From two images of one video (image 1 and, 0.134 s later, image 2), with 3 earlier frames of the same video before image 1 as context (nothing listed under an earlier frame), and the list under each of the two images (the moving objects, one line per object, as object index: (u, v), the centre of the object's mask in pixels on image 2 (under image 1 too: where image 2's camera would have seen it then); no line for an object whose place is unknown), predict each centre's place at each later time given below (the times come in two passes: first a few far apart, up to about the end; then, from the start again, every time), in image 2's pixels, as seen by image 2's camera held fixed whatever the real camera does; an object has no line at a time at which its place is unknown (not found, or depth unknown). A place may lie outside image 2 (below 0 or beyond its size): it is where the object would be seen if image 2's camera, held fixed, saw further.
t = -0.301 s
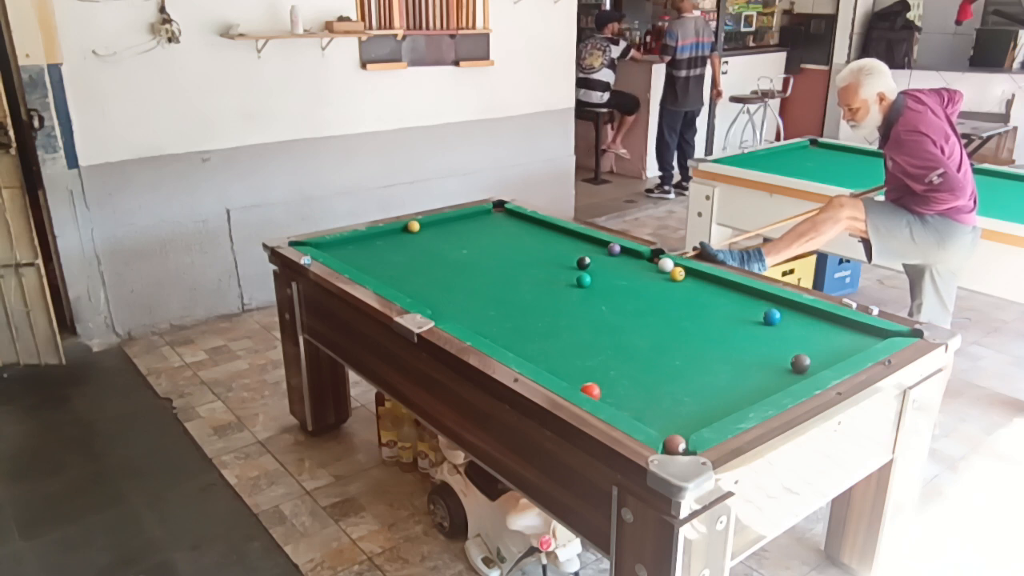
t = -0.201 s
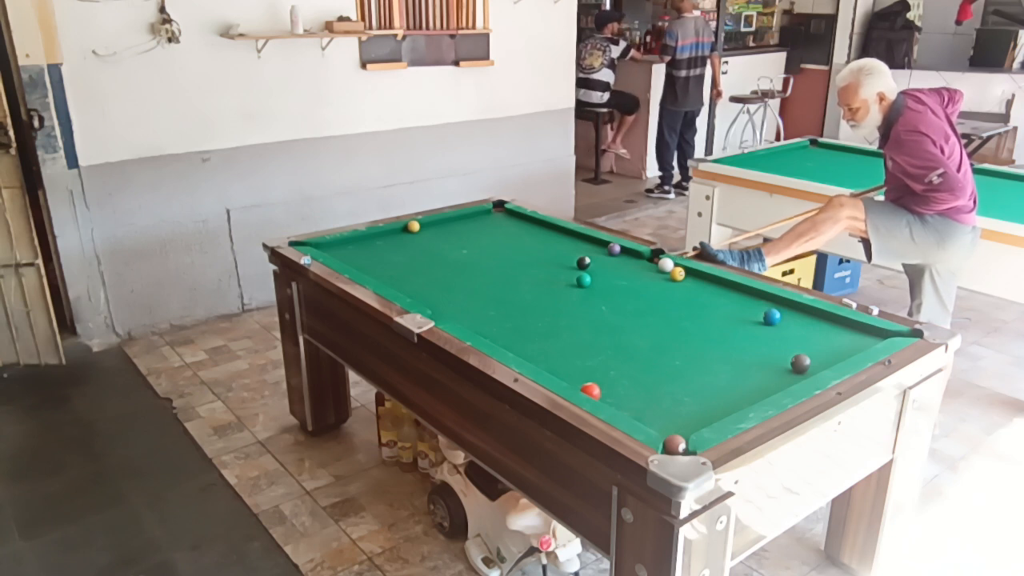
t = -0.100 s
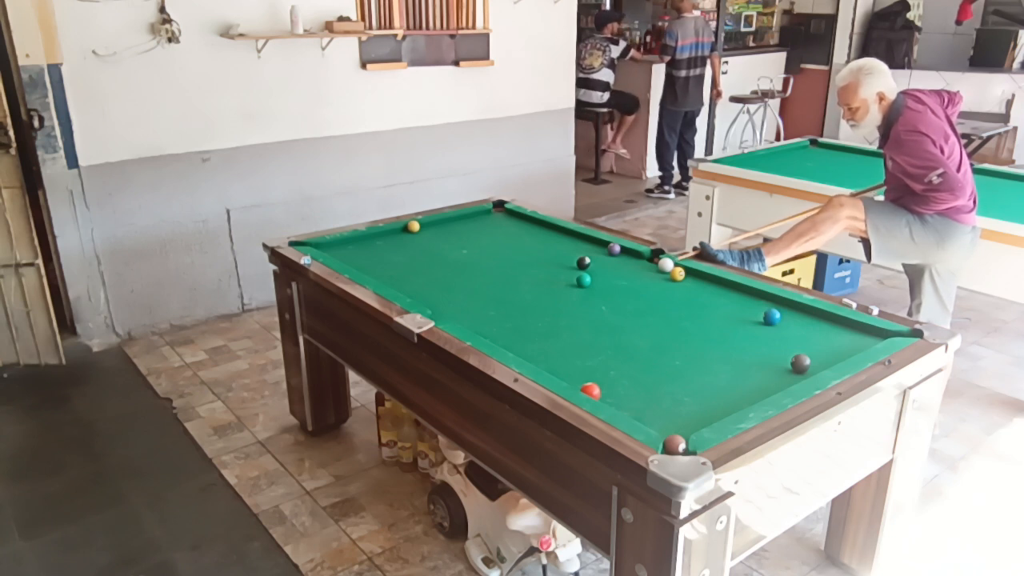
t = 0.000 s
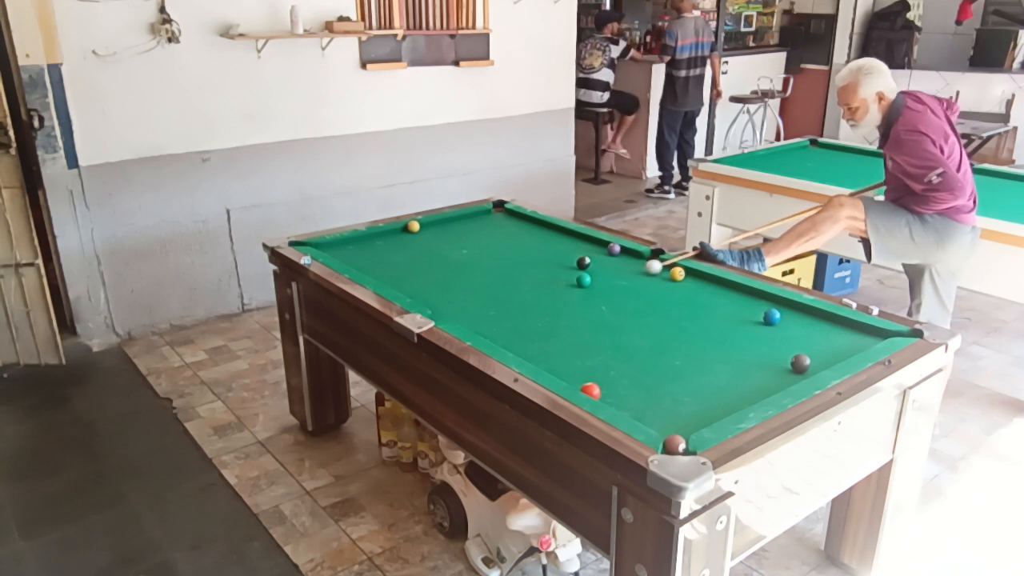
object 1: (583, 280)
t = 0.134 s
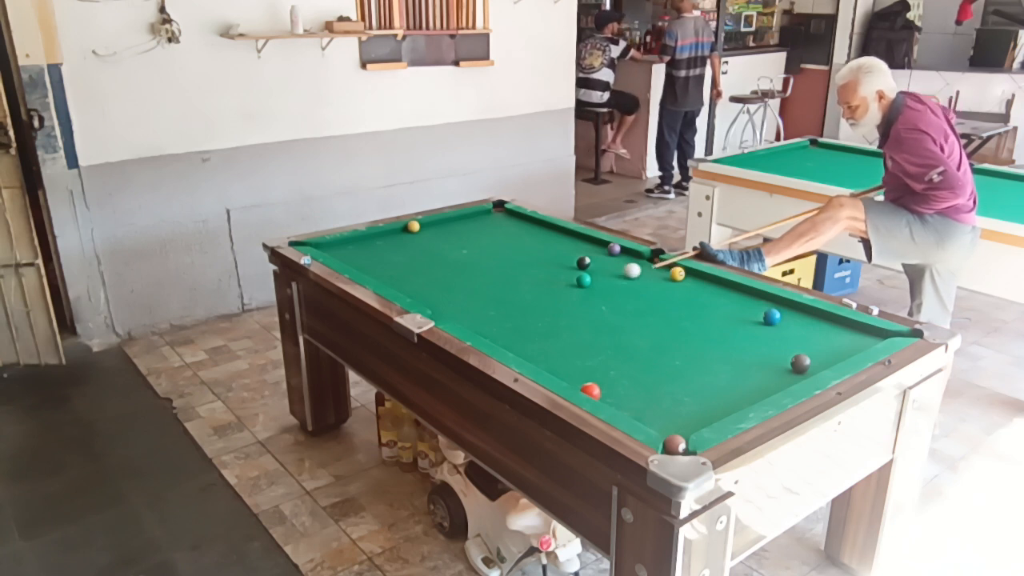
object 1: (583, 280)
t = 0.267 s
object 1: (583, 280)
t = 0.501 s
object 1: (568, 284)
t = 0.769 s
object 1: (544, 290)
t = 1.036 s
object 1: (521, 295)
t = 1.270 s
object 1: (502, 300)
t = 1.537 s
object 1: (481, 305)
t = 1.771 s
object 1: (463, 309)
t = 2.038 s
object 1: (444, 313)
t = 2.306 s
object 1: (446, 314)
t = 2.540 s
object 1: (453, 317)
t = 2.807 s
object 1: (459, 318)
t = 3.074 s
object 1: (463, 320)
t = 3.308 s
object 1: (466, 321)
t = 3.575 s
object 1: (467, 321)
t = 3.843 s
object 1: (467, 321)
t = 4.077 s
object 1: (467, 321)
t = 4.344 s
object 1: (467, 321)
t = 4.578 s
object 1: (467, 321)
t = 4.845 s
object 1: (467, 321)
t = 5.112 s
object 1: (467, 321)
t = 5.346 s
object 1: (467, 321)
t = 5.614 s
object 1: (467, 321)
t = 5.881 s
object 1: (467, 321)
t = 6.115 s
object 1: (467, 321)
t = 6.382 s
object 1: (467, 321)
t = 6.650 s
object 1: (467, 321)
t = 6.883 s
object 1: (467, 321)
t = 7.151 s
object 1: (467, 321)
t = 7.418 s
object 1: (467, 321)
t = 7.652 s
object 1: (467, 321)
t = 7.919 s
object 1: (467, 321)
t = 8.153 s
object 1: (467, 321)
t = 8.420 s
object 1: (467, 321)
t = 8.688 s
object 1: (467, 321)
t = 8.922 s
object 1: (467, 321)
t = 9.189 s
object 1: (467, 321)
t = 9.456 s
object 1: (467, 321)
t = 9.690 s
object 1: (467, 321)
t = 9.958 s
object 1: (467, 321)
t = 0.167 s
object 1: (583, 280)
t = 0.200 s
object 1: (583, 280)
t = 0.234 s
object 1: (583, 280)
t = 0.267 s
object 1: (583, 280)
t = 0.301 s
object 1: (583, 280)
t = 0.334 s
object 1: (583, 280)
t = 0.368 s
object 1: (583, 280)
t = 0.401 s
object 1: (579, 282)
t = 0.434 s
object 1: (575, 282)
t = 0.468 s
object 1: (571, 283)
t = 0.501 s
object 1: (568, 284)
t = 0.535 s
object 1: (565, 285)
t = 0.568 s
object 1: (562, 285)
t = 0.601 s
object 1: (559, 286)
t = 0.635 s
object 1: (556, 287)
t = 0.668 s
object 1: (553, 287)
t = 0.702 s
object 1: (550, 288)
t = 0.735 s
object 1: (547, 289)
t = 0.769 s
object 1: (544, 290)
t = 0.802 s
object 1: (541, 290)
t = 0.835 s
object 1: (538, 291)
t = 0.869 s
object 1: (535, 292)
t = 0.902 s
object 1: (533, 293)
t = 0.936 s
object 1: (530, 293)
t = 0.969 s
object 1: (527, 294)
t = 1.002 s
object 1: (524, 295)
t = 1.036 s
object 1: (521, 295)
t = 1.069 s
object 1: (519, 296)
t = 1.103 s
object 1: (516, 297)
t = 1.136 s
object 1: (513, 297)
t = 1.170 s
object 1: (510, 298)
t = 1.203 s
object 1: (507, 299)
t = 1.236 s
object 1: (505, 299)
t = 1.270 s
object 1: (502, 300)
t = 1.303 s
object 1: (499, 300)
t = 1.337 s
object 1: (496, 301)
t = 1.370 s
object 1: (494, 302)
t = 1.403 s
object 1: (491, 303)
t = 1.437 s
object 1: (489, 303)
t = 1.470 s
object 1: (486, 304)
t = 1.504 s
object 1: (483, 304)
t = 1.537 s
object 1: (481, 305)
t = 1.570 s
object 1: (478, 305)
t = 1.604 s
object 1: (475, 306)
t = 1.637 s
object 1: (473, 307)
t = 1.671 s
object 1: (470, 307)
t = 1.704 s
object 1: (468, 308)
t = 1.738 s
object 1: (465, 308)
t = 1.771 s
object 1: (463, 309)
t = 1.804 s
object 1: (460, 309)
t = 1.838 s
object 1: (458, 310)
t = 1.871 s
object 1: (455, 310)
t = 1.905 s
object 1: (453, 311)
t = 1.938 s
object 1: (451, 312)
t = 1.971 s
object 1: (449, 312)
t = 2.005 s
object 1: (446, 312)
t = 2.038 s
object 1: (444, 313)
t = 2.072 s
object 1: (441, 313)
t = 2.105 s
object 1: (439, 313)
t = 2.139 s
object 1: (440, 314)
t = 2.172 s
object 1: (441, 314)
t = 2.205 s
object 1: (443, 314)
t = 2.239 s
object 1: (443, 314)
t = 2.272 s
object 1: (445, 314)
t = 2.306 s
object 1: (446, 314)
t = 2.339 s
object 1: (447, 315)
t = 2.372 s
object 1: (448, 315)
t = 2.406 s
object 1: (449, 316)
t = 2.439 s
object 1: (450, 315)
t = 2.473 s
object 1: (451, 316)
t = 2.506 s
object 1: (452, 316)
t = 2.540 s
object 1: (453, 317)
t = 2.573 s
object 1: (454, 317)
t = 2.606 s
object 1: (455, 317)
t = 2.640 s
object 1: (456, 317)
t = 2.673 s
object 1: (456, 318)
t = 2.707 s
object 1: (457, 318)
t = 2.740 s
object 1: (458, 318)
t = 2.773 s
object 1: (458, 318)
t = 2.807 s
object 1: (459, 318)
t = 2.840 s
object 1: (460, 319)
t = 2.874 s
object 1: (460, 319)
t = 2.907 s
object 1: (461, 319)
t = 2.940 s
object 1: (461, 319)
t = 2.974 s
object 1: (462, 319)
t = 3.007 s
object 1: (462, 320)
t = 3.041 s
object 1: (463, 320)
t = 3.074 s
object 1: (463, 320)
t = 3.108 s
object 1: (464, 320)
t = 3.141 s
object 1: (464, 320)
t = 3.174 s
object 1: (465, 320)
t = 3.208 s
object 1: (465, 321)
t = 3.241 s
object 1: (465, 321)
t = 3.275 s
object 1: (466, 321)
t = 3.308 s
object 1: (466, 321)
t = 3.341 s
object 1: (466, 321)
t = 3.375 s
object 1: (467, 321)
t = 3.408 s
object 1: (467, 321)
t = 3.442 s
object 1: (467, 321)
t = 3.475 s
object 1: (467, 321)
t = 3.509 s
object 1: (467, 321)
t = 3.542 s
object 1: (467, 321)
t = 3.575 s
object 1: (467, 321)
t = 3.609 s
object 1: (467, 321)
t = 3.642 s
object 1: (467, 321)
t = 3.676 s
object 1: (467, 321)
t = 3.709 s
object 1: (467, 321)
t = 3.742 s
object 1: (467, 321)
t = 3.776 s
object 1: (467, 321)
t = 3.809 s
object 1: (467, 321)
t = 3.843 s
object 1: (467, 321)
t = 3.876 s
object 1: (467, 321)
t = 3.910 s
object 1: (467, 321)
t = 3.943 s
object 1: (467, 321)
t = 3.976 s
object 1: (467, 321)
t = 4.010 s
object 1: (467, 321)
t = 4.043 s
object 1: (467, 321)
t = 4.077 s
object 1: (467, 321)
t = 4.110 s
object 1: (467, 321)
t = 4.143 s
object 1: (467, 321)
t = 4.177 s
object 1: (467, 321)
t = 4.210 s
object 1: (467, 321)
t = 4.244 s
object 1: (467, 321)
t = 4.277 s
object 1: (467, 321)
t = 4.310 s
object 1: (467, 321)
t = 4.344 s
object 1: (467, 321)
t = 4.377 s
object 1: (467, 321)
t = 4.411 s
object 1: (467, 321)
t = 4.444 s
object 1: (467, 321)
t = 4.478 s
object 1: (467, 321)
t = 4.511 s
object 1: (467, 321)
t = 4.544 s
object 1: (467, 321)
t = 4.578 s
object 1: (467, 321)
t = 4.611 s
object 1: (467, 321)
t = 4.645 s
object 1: (467, 321)
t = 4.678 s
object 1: (467, 321)
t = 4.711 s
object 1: (467, 321)
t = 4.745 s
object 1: (467, 321)
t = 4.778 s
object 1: (467, 321)
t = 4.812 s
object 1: (467, 321)
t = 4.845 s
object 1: (467, 321)
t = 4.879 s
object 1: (467, 321)
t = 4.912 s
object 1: (467, 321)
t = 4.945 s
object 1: (467, 321)
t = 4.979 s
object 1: (467, 321)
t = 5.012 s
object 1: (467, 321)
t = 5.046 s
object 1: (467, 321)
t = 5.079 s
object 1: (467, 321)
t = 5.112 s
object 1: (467, 321)
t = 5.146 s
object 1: (467, 321)
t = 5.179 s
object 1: (467, 321)
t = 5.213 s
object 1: (467, 321)
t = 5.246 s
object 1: (467, 321)
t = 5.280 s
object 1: (467, 321)
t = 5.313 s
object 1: (467, 321)
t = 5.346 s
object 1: (467, 321)
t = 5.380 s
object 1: (467, 321)
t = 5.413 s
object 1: (467, 321)
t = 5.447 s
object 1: (467, 321)
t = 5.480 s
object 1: (467, 321)
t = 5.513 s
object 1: (467, 321)
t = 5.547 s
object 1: (467, 321)
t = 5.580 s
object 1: (467, 321)
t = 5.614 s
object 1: (467, 321)
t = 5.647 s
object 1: (467, 321)
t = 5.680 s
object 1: (467, 321)
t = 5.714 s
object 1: (467, 321)
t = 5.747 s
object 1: (467, 321)
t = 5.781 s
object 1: (467, 321)
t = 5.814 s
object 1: (467, 321)
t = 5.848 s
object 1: (467, 321)
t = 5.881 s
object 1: (467, 321)
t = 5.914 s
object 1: (467, 321)
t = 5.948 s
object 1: (467, 321)
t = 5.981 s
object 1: (467, 321)
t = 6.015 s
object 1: (467, 321)
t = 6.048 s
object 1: (467, 321)
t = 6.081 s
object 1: (467, 321)
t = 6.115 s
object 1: (467, 321)
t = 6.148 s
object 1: (467, 321)
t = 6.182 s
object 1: (467, 321)
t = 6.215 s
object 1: (467, 321)
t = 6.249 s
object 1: (467, 321)
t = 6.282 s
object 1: (467, 321)
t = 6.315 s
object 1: (467, 321)
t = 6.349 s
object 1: (467, 321)
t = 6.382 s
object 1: (467, 321)
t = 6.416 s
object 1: (467, 321)
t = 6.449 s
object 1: (467, 321)
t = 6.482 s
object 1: (467, 321)
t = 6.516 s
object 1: (467, 321)
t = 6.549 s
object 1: (467, 321)
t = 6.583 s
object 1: (467, 321)
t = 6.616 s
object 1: (467, 321)
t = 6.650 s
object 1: (467, 321)
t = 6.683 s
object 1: (467, 321)
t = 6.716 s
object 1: (467, 321)
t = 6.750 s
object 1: (467, 321)
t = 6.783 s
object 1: (467, 321)
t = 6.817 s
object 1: (467, 321)
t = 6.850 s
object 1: (467, 321)
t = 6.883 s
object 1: (467, 321)
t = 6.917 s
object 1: (467, 321)
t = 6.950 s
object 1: (467, 321)
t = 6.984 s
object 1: (467, 321)
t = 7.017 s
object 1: (467, 321)
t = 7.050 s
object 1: (467, 321)
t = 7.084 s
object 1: (467, 321)
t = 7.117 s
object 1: (467, 321)
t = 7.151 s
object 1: (467, 321)
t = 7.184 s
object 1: (467, 321)
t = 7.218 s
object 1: (467, 321)
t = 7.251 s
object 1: (467, 321)
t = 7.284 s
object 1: (467, 321)
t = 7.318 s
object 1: (467, 321)
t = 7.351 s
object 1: (467, 321)
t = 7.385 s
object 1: (467, 321)
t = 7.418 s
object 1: (467, 321)
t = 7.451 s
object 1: (467, 321)
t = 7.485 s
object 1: (467, 321)
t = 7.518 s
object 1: (467, 321)
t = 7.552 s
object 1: (467, 321)
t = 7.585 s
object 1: (467, 321)
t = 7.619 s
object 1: (467, 321)
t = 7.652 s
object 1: (467, 321)
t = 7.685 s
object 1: (467, 321)
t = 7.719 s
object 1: (467, 321)
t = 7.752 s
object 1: (467, 321)
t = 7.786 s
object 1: (467, 321)
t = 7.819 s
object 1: (467, 321)
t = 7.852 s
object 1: (467, 321)
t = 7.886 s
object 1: (467, 321)
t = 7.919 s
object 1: (467, 321)
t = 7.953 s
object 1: (467, 321)
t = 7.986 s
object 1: (467, 321)
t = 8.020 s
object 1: (467, 321)
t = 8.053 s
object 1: (467, 321)
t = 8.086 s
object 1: (467, 321)
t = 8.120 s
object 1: (467, 321)
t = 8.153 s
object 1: (467, 321)
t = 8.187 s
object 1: (467, 321)
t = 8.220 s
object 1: (467, 321)
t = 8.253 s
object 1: (467, 321)
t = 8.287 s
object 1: (467, 321)
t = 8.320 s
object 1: (467, 321)
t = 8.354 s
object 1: (467, 321)
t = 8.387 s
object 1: (467, 321)
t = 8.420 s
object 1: (467, 321)
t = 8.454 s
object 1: (467, 321)
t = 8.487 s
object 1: (467, 321)
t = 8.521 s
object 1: (467, 321)
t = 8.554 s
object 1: (467, 321)
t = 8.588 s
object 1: (467, 321)
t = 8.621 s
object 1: (467, 321)
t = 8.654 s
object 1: (467, 321)
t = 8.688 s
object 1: (467, 321)
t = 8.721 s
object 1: (467, 321)
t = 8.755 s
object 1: (467, 321)
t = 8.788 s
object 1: (467, 321)
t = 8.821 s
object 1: (467, 321)
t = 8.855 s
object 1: (467, 321)
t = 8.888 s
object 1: (467, 321)
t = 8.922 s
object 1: (467, 321)
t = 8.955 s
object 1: (467, 321)
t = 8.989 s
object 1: (467, 321)
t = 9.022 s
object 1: (467, 321)
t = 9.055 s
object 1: (467, 321)
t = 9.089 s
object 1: (467, 321)
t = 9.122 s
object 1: (467, 321)
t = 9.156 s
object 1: (467, 321)
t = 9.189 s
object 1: (467, 321)
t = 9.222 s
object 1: (467, 321)
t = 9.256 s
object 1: (467, 321)
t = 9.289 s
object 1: (467, 321)
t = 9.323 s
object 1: (467, 321)
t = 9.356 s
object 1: (467, 321)
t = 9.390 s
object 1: (467, 321)
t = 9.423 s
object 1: (467, 321)
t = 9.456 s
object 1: (467, 321)
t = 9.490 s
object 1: (467, 321)
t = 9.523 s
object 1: (467, 321)
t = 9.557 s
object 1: (467, 321)
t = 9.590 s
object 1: (467, 321)
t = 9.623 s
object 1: (467, 321)
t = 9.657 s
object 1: (467, 321)
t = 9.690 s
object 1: (467, 321)
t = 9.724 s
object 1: (467, 321)
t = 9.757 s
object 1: (467, 321)
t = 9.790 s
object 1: (467, 321)
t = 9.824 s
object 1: (467, 321)
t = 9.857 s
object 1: (467, 321)
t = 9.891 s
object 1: (467, 321)
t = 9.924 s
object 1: (467, 321)
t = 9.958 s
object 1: (467, 321)
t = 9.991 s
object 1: (467, 321)
